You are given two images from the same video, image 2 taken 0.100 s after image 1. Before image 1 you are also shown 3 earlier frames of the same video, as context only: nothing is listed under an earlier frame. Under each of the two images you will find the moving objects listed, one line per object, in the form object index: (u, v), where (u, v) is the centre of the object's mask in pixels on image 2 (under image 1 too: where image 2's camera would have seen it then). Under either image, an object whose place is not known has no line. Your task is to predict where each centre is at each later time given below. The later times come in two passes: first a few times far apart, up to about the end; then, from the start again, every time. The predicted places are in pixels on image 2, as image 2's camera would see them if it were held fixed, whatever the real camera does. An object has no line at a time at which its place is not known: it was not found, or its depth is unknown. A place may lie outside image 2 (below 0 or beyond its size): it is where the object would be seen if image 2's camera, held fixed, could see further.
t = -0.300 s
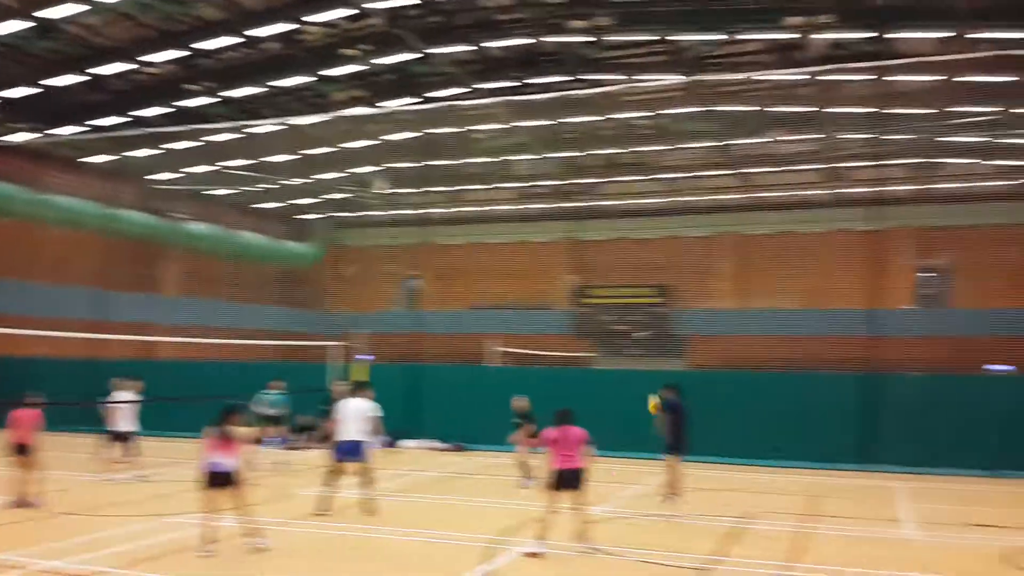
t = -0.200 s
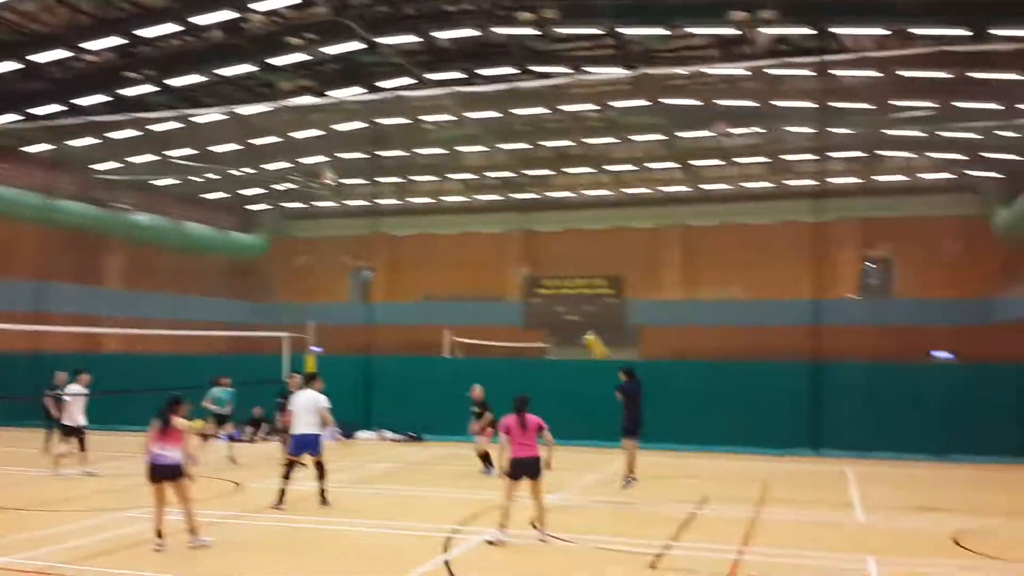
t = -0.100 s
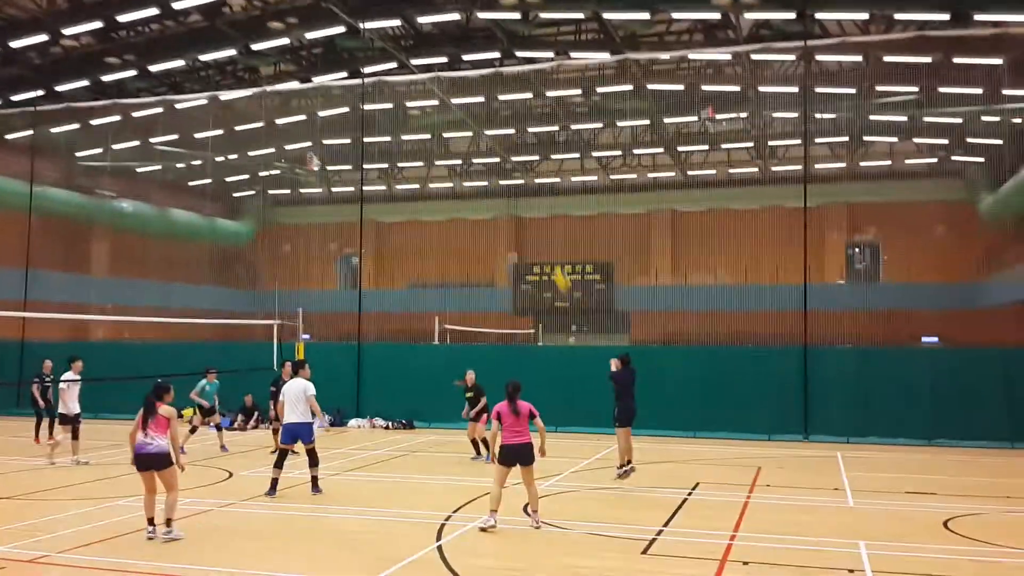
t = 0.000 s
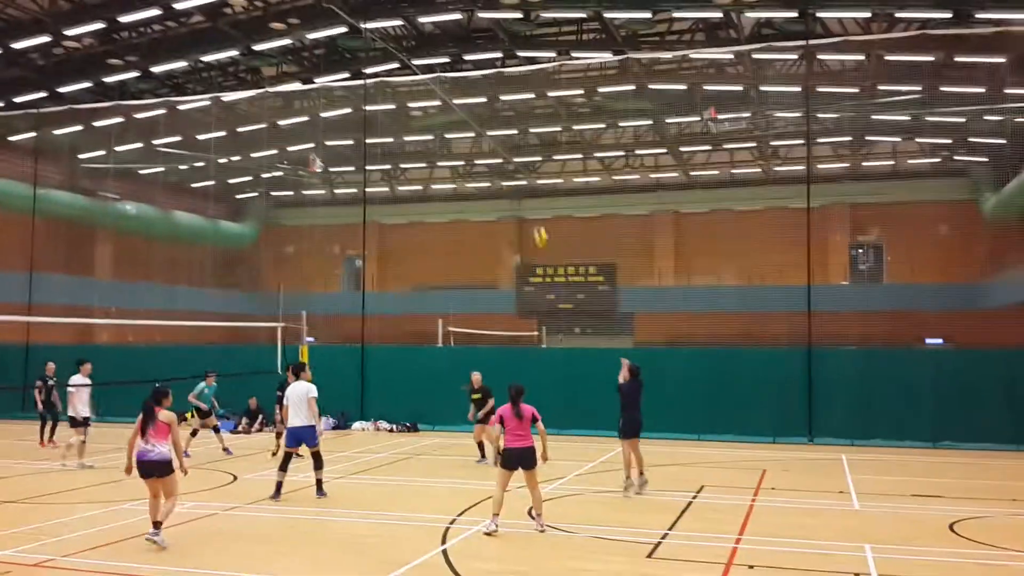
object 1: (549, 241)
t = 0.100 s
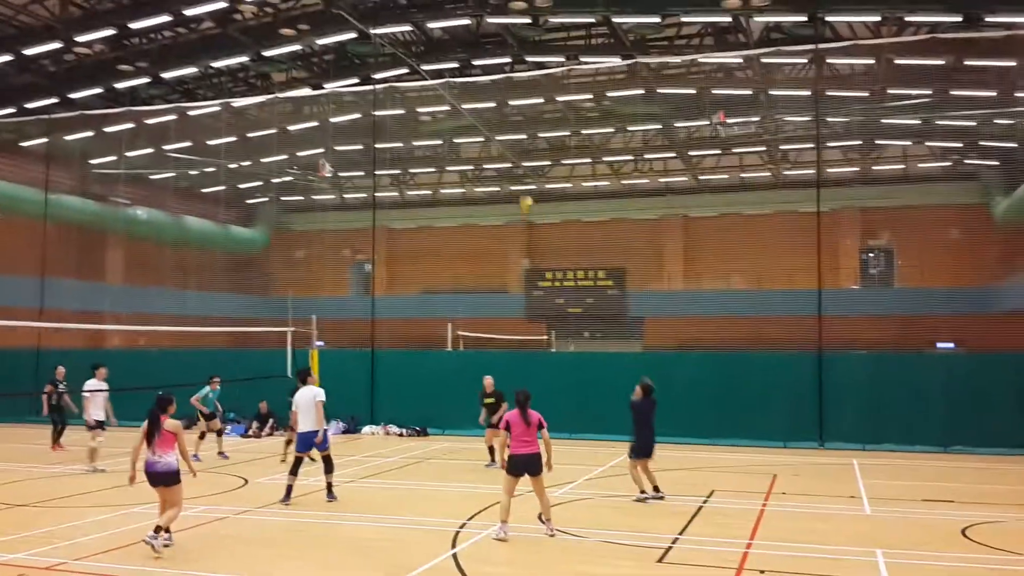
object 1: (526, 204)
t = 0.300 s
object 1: (484, 153)
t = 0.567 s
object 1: (431, 127)
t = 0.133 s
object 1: (519, 195)
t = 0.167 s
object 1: (512, 183)
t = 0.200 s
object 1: (505, 176)
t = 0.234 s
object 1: (498, 167)
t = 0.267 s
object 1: (490, 158)
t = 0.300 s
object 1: (484, 153)
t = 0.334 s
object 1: (478, 149)
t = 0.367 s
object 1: (471, 144)
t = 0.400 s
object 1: (463, 138)
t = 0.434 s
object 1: (456, 135)
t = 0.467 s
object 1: (450, 131)
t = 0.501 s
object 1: (444, 130)
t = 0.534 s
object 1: (437, 128)
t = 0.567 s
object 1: (431, 127)
